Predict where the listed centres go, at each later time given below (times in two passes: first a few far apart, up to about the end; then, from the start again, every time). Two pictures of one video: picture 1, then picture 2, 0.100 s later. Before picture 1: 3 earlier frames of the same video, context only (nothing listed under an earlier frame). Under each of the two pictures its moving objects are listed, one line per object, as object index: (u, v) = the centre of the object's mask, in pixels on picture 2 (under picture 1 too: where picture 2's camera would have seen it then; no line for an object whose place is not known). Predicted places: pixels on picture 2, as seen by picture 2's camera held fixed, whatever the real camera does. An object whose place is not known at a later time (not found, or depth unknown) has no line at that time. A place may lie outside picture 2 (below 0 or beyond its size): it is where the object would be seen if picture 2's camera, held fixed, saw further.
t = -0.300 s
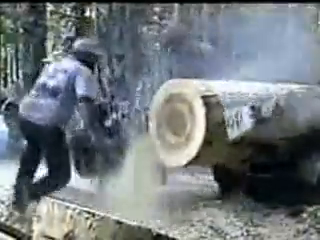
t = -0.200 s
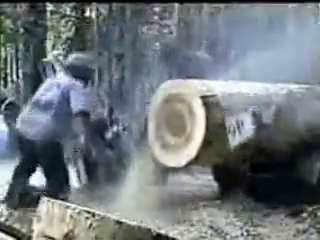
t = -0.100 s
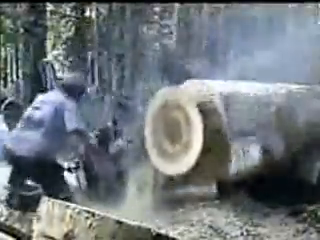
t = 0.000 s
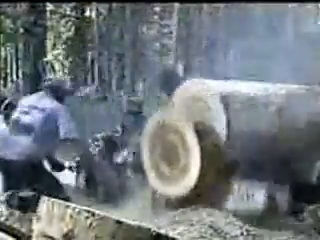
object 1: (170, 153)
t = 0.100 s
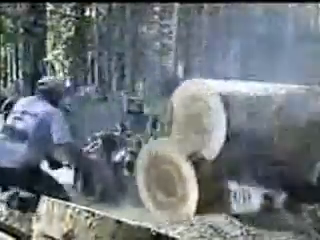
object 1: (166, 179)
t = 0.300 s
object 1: (152, 178)
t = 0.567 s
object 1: (111, 198)
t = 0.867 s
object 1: (127, 200)
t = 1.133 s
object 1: (127, 200)
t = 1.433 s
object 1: (126, 200)
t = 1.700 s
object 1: (127, 200)
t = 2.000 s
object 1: (127, 201)
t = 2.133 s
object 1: (127, 201)
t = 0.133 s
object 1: (164, 177)
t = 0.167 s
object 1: (162, 176)
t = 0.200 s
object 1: (159, 175)
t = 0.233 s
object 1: (157, 175)
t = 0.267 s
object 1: (155, 177)
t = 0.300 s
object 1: (152, 178)
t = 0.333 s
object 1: (149, 180)
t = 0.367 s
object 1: (146, 182)
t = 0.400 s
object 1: (143, 183)
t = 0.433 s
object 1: (140, 185)
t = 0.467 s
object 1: (136, 188)
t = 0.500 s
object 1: (131, 193)
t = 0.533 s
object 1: (118, 190)
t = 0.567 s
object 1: (111, 198)
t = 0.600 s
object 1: (128, 200)
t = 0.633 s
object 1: (130, 201)
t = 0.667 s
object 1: (128, 200)
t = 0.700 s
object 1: (126, 199)
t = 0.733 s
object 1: (125, 199)
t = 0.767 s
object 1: (126, 200)
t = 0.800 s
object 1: (127, 200)
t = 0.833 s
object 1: (127, 200)
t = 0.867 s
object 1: (127, 200)
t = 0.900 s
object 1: (127, 200)
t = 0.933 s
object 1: (127, 200)
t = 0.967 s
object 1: (127, 200)
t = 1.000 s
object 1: (127, 200)
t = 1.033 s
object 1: (127, 200)
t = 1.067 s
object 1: (127, 200)
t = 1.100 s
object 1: (127, 200)
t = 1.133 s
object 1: (127, 200)
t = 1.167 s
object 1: (127, 200)
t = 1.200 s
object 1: (127, 200)
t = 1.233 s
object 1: (127, 200)
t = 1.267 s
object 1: (127, 200)
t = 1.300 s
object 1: (126, 200)
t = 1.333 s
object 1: (126, 200)
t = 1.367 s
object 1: (126, 200)
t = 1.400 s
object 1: (126, 200)
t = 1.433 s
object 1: (126, 200)
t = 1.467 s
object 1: (126, 200)
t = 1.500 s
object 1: (127, 200)
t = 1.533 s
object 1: (126, 200)
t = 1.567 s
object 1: (127, 200)
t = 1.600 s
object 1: (126, 200)
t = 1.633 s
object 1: (127, 201)
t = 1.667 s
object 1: (127, 201)
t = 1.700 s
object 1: (127, 200)
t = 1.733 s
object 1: (127, 200)
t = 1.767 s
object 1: (127, 200)
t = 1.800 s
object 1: (127, 200)
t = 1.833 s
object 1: (127, 201)
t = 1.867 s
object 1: (127, 201)
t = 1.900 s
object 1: (127, 200)
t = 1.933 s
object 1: (127, 200)
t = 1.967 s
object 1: (127, 200)
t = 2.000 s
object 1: (127, 201)
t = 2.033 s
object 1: (127, 201)
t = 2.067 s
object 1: (127, 201)
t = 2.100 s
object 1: (127, 201)
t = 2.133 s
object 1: (127, 201)
